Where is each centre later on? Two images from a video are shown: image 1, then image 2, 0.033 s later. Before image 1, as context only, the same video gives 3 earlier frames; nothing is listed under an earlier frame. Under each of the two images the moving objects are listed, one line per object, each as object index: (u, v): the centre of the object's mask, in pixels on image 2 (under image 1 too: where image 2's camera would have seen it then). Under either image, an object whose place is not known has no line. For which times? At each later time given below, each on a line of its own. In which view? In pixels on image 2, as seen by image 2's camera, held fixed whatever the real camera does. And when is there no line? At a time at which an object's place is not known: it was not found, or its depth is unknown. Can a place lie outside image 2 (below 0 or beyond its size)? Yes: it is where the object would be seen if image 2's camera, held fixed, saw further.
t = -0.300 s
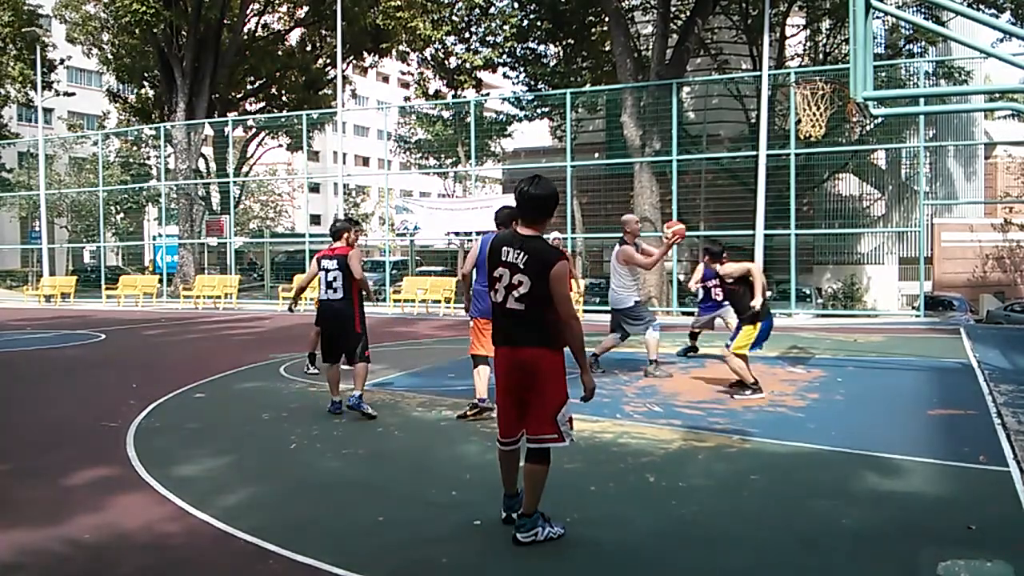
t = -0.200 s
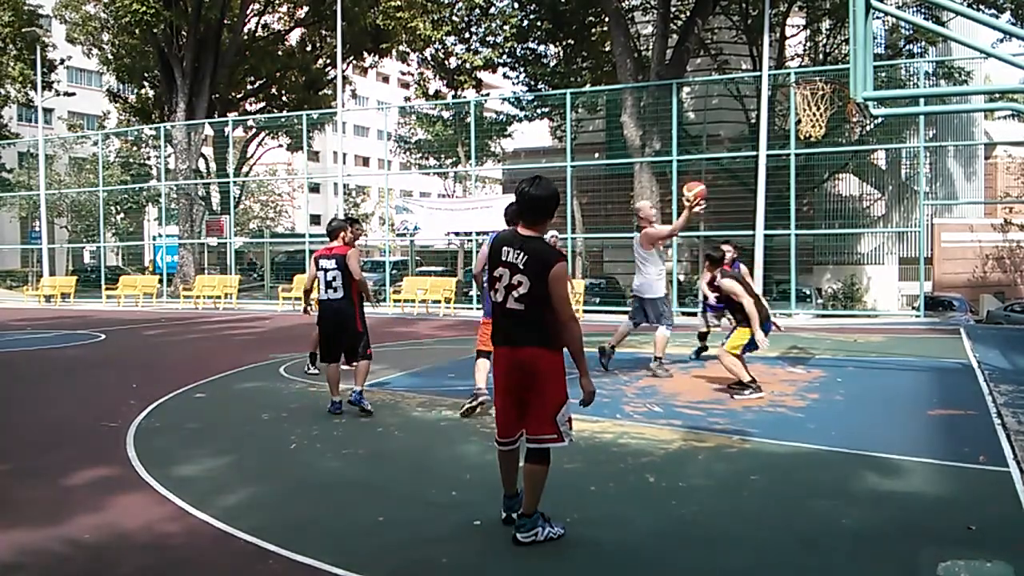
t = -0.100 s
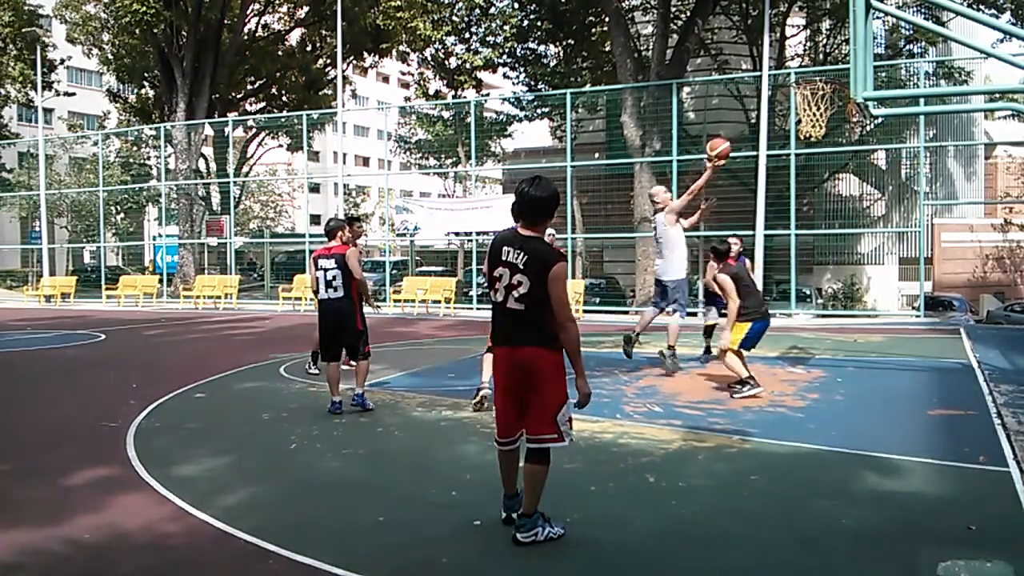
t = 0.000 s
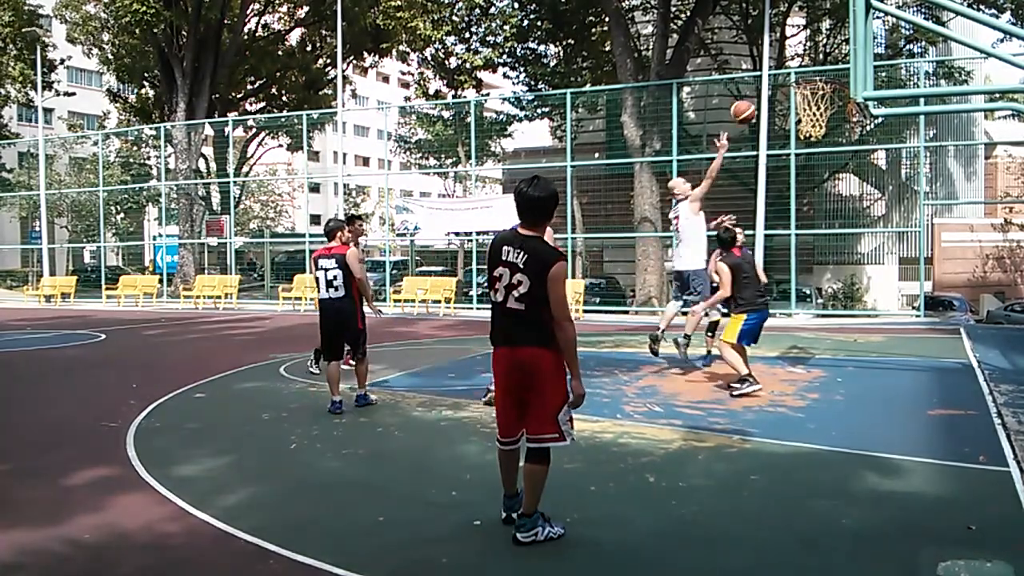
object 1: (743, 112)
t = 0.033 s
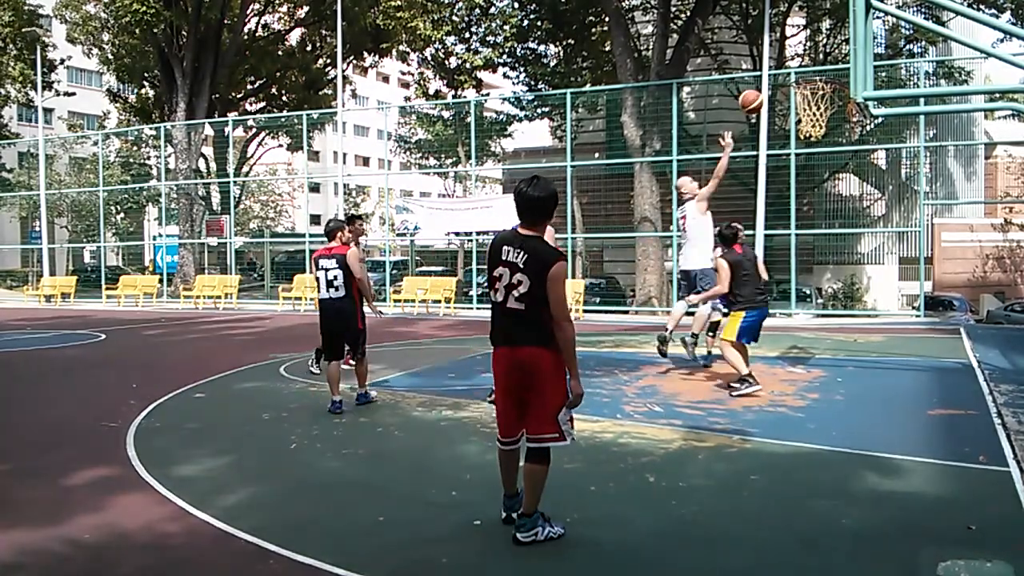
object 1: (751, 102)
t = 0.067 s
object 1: (759, 92)
